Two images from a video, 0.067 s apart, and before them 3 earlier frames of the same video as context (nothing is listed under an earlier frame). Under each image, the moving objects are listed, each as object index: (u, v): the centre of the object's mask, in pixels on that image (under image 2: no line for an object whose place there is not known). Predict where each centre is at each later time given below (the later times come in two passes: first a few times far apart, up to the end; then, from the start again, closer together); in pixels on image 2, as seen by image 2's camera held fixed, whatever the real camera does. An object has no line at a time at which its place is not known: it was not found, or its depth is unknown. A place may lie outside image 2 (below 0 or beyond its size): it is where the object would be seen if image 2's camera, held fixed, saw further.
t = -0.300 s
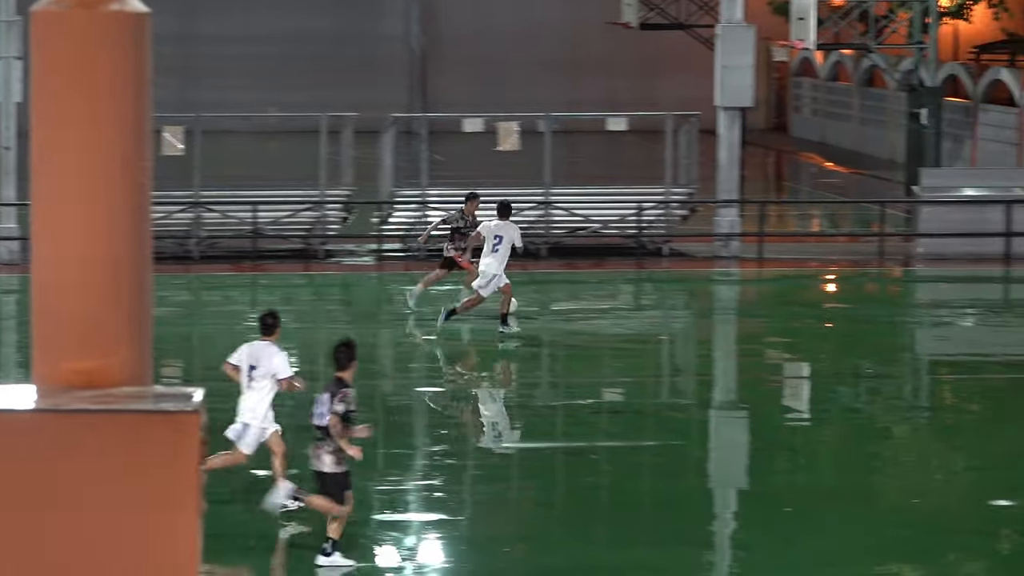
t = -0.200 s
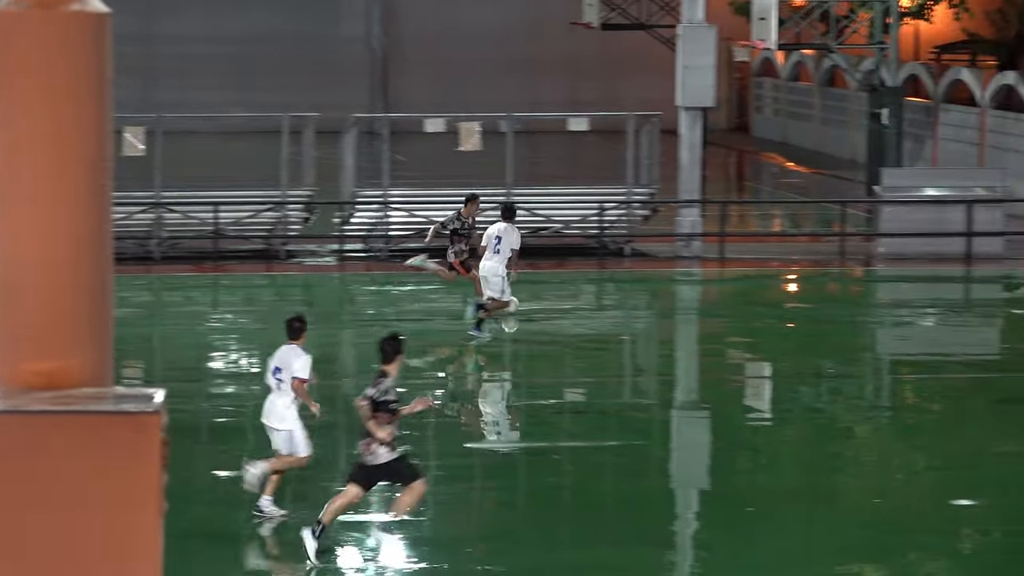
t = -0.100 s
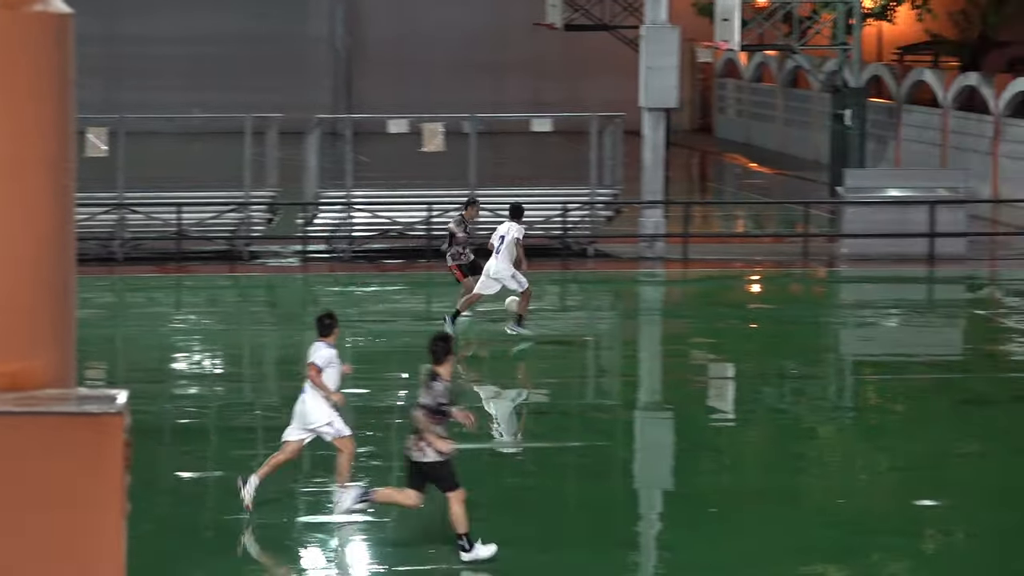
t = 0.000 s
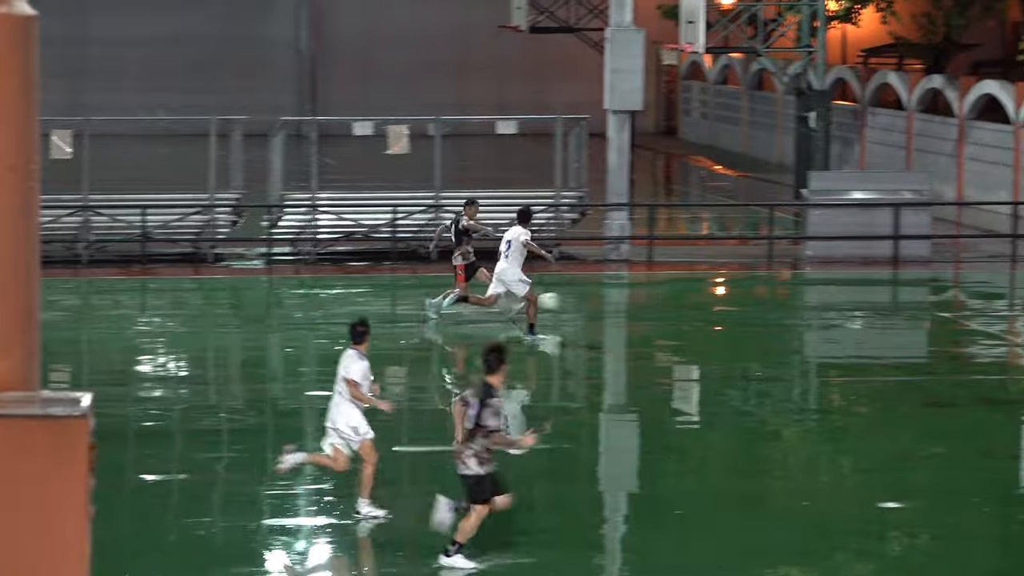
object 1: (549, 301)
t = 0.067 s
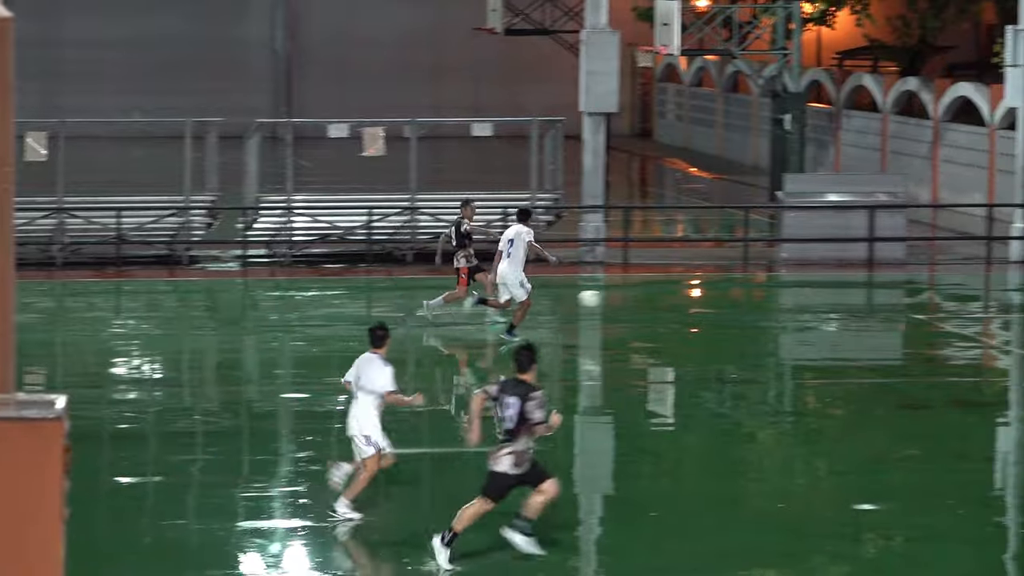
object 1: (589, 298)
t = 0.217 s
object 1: (740, 303)
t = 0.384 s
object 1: (909, 333)
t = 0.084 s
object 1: (606, 298)
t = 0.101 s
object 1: (622, 298)
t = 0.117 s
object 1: (639, 298)
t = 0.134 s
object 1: (656, 298)
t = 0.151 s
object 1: (672, 299)
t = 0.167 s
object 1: (689, 300)
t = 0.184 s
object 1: (706, 300)
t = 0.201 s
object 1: (722, 302)
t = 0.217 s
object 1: (740, 303)
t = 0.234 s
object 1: (756, 304)
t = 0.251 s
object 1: (773, 306)
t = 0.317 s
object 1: (841, 317)
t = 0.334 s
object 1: (858, 320)
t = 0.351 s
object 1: (875, 324)
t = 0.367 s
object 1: (892, 328)
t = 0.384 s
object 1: (909, 333)
